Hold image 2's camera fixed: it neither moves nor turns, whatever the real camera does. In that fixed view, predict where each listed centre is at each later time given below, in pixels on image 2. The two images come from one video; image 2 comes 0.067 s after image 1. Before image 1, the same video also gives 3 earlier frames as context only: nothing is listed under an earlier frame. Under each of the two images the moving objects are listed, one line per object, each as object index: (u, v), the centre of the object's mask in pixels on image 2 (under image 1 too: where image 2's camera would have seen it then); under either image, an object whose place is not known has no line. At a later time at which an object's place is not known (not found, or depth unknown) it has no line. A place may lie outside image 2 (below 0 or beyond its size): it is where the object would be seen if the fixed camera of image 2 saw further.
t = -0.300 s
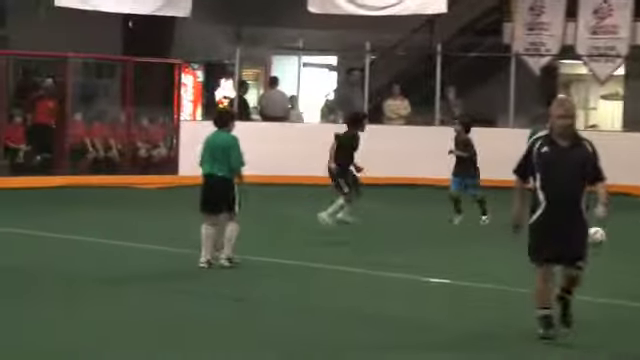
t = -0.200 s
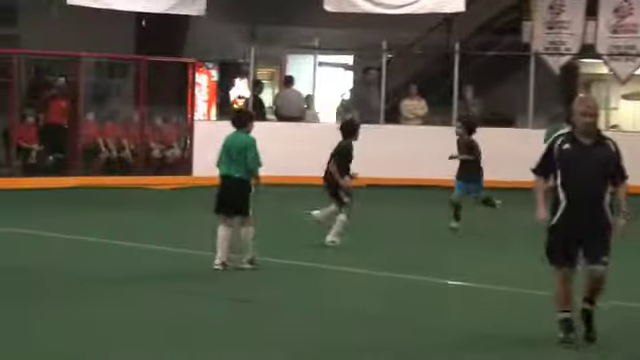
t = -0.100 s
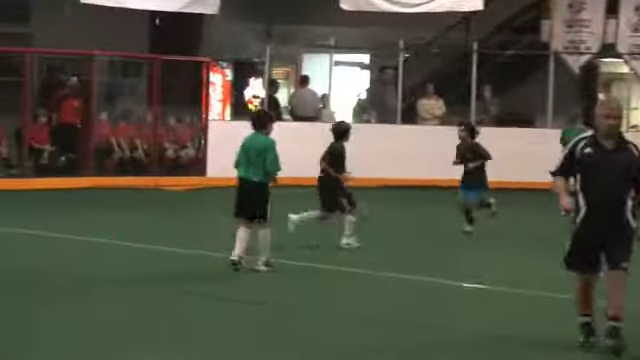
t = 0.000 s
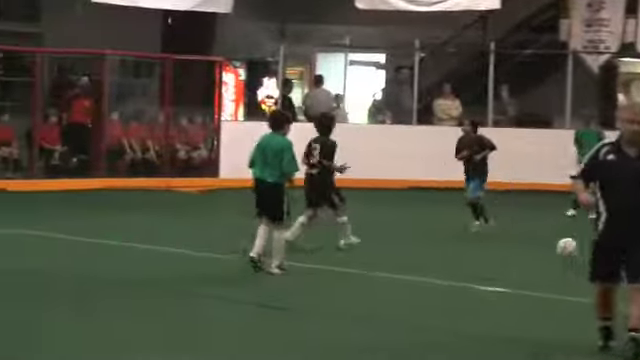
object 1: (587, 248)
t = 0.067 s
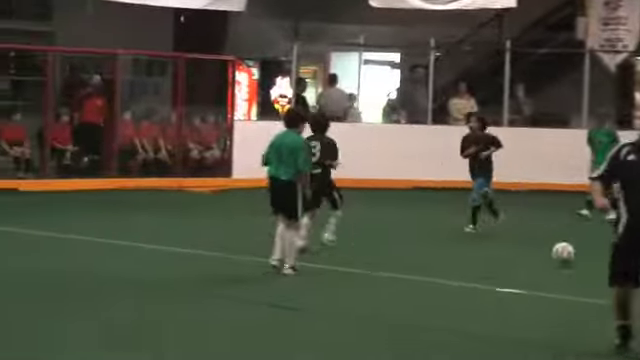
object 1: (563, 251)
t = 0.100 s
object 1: (552, 252)
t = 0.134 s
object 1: (539, 250)
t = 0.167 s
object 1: (528, 250)
